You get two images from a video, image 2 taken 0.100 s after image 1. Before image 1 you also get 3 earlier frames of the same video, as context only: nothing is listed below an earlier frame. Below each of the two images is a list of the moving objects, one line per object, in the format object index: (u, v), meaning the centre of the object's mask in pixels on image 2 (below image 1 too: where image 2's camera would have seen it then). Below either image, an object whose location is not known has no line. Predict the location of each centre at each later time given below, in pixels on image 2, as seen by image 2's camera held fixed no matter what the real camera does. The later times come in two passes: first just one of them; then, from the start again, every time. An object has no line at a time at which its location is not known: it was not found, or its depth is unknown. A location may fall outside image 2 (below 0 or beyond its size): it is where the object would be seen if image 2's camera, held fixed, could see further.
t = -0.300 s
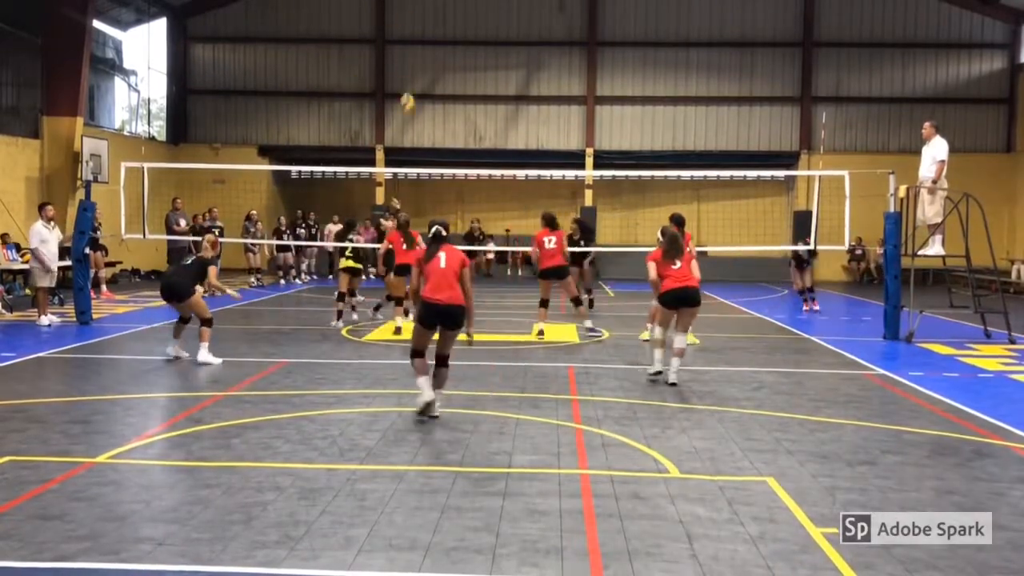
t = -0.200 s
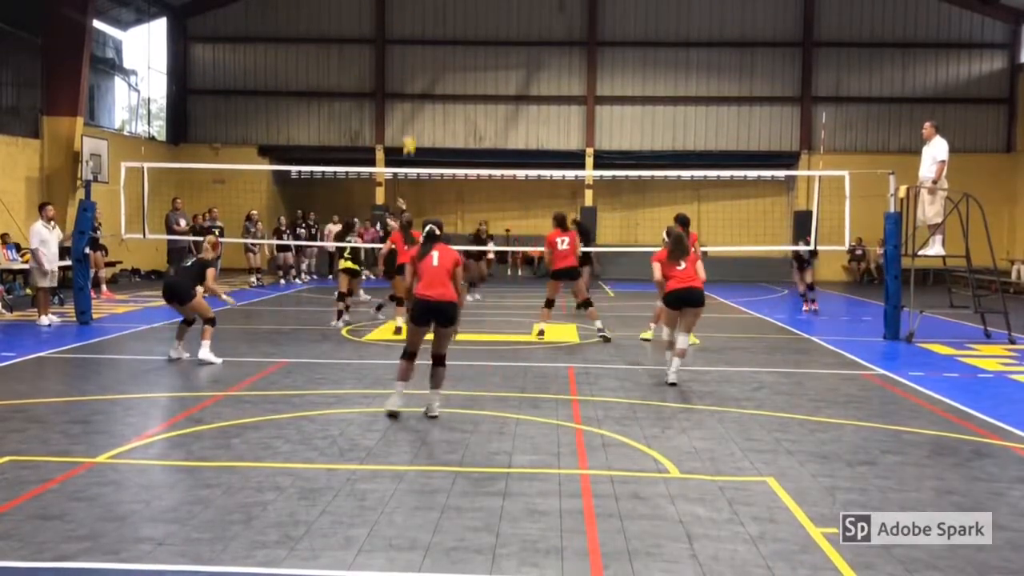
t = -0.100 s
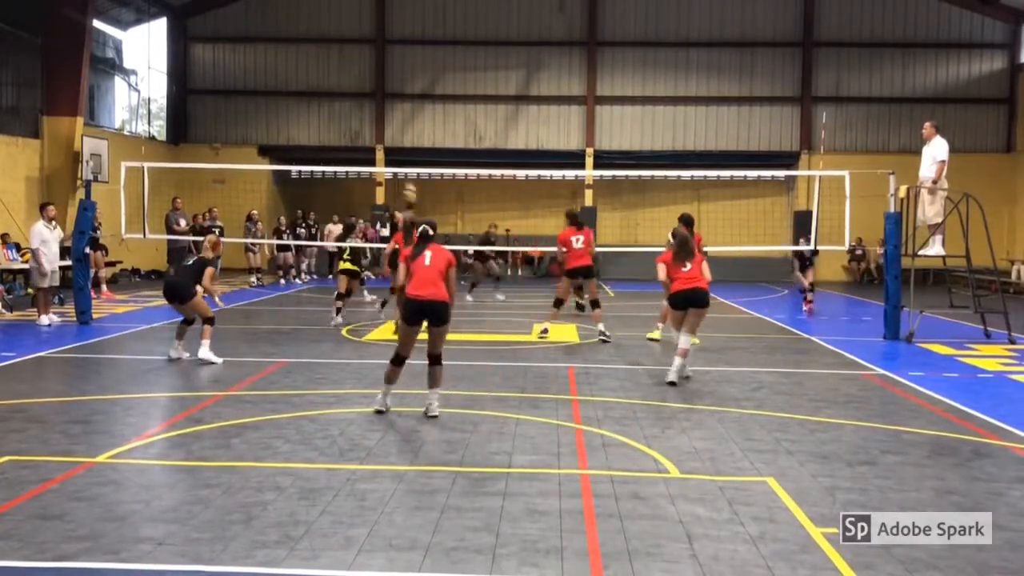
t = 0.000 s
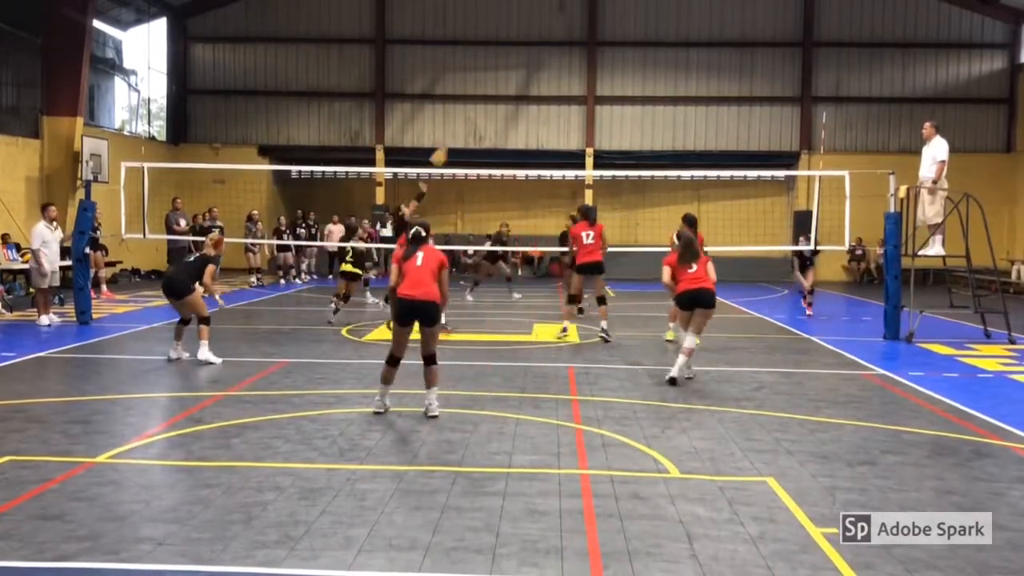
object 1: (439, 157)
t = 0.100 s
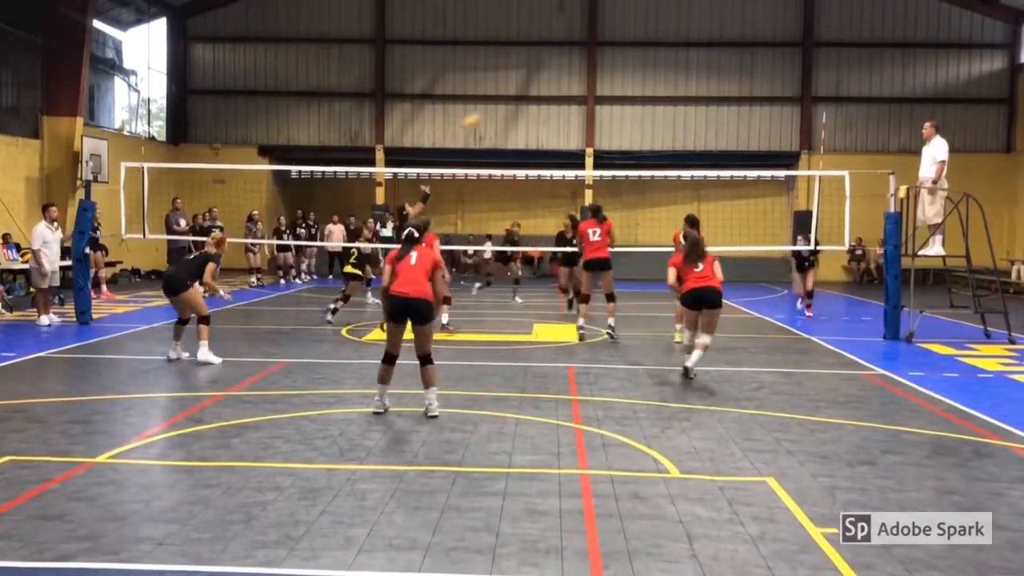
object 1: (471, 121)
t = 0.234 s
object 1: (514, 82)
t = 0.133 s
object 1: (482, 109)
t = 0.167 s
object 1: (492, 101)
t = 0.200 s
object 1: (503, 93)
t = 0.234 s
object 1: (514, 82)
